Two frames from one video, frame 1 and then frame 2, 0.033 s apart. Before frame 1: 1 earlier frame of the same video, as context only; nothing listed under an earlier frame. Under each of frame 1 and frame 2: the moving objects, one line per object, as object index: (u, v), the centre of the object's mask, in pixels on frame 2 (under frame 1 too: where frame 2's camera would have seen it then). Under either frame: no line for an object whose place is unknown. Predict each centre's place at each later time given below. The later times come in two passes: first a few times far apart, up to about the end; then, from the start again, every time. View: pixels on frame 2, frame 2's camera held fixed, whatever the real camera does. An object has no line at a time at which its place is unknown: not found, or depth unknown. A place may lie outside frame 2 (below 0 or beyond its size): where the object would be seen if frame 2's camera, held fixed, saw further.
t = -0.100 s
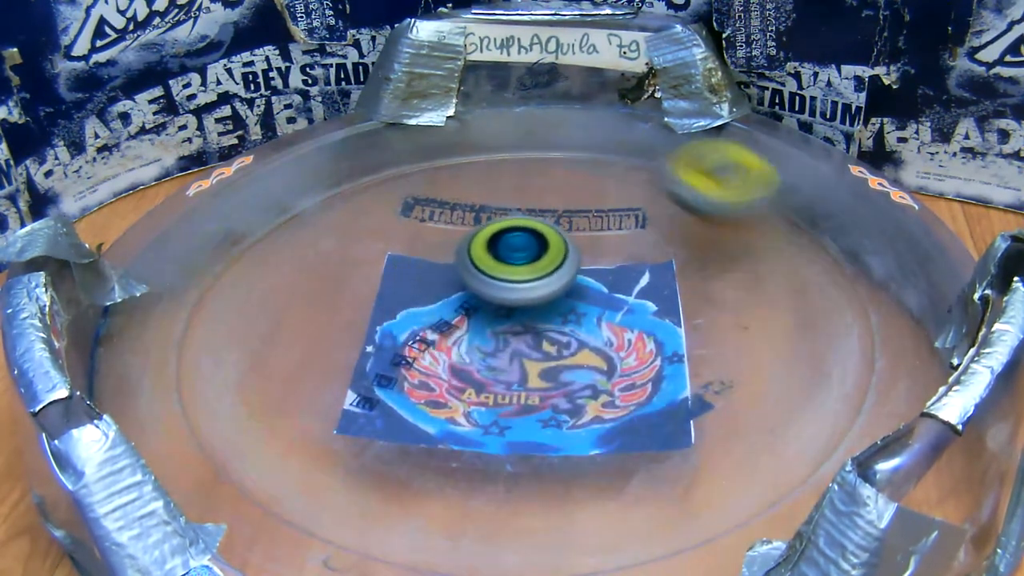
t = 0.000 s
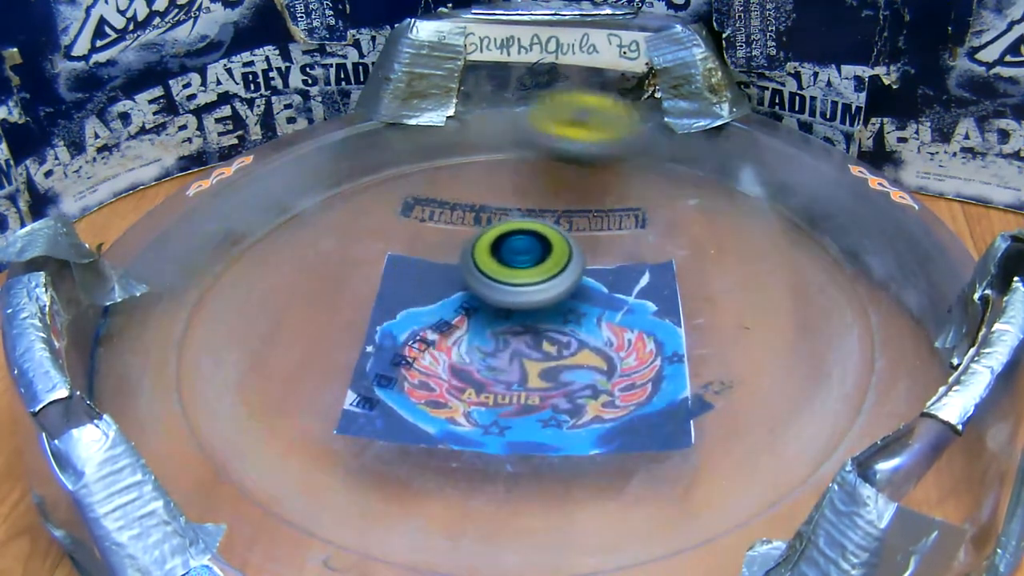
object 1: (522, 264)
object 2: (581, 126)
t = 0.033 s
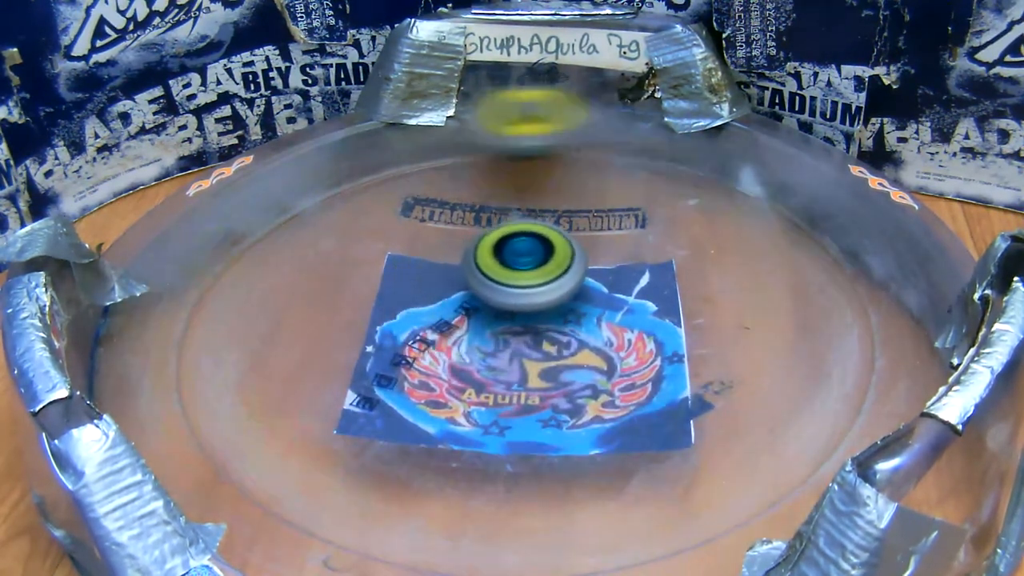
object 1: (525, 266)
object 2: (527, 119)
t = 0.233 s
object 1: (554, 278)
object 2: (222, 244)
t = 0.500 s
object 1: (592, 281)
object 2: (490, 476)
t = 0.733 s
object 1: (605, 284)
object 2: (839, 319)
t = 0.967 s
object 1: (605, 300)
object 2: (688, 143)
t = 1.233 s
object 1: (604, 321)
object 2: (312, 213)
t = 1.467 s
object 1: (607, 336)
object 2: (384, 454)
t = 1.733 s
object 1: (591, 341)
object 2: (840, 380)
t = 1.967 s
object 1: (566, 348)
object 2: (754, 186)
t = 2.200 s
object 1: (548, 349)
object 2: (387, 193)
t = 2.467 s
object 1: (523, 340)
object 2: (298, 433)
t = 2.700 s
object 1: (506, 332)
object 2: (716, 471)
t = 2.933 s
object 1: (498, 326)
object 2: (766, 245)
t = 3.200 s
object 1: (495, 307)
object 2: (399, 177)
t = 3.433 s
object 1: (488, 299)
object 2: (241, 334)
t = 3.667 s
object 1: (497, 295)
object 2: (526, 472)
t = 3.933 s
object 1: (521, 286)
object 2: (760, 259)
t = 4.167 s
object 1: (526, 284)
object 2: (505, 149)
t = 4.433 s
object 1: (545, 289)
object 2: (286, 308)
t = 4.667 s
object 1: (565, 292)
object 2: (621, 429)
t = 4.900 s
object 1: (575, 295)
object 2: (772, 235)
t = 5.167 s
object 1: (579, 309)
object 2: (461, 177)
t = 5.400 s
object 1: (587, 320)
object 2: (352, 357)
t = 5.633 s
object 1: (588, 324)
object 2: (691, 429)
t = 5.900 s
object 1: (565, 328)
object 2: (724, 220)
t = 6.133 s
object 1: (546, 336)
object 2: (424, 211)
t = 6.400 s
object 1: (535, 337)
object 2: (375, 407)
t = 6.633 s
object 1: (529, 330)
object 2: (687, 419)
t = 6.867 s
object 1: (510, 319)
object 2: (691, 234)
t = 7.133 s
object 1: (503, 316)
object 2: (372, 215)
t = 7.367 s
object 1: (515, 308)
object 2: (365, 379)
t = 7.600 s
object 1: (508, 298)
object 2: (692, 371)
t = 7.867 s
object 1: (518, 305)
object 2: (627, 189)
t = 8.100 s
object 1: (541, 297)
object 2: (369, 228)
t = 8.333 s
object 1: (544, 292)
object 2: (467, 396)
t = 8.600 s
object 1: (544, 302)
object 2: (756, 299)
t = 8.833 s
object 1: (563, 304)
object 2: (588, 192)
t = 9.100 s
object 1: (567, 308)
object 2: (367, 316)
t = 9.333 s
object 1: (558, 312)
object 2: (597, 427)
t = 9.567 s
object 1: (549, 324)
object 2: (732, 285)
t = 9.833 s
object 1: (554, 329)
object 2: (467, 220)
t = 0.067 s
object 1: (528, 269)
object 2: (461, 127)
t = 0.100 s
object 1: (533, 270)
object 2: (398, 144)
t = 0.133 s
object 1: (538, 272)
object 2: (345, 157)
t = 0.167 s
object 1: (544, 274)
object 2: (293, 185)
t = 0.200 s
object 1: (549, 276)
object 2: (250, 215)
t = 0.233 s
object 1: (554, 278)
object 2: (222, 244)
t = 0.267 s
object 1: (559, 280)
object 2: (210, 278)
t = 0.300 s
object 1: (565, 281)
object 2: (213, 311)
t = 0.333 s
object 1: (571, 281)
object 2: (236, 342)
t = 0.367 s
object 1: (576, 281)
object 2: (274, 378)
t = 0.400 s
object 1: (579, 281)
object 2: (315, 410)
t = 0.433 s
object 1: (584, 281)
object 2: (366, 438)
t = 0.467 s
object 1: (588, 281)
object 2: (425, 463)
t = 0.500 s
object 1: (592, 281)
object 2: (490, 476)
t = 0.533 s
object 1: (595, 281)
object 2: (560, 480)
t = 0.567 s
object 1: (598, 281)
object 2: (628, 472)
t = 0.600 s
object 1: (600, 281)
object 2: (691, 452)
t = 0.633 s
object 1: (602, 282)
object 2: (743, 425)
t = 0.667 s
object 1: (603, 282)
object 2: (785, 392)
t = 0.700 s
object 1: (604, 283)
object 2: (816, 358)
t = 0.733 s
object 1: (605, 284)
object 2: (839, 319)
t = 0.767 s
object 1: (605, 286)
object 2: (844, 284)
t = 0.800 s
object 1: (605, 288)
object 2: (840, 248)
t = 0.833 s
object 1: (605, 290)
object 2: (828, 221)
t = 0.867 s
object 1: (605, 292)
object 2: (799, 196)
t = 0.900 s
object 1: (605, 294)
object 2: (765, 172)
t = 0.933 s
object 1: (605, 297)
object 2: (730, 157)
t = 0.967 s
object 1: (605, 300)
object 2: (688, 143)
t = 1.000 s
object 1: (605, 302)
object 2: (642, 132)
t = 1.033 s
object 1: (605, 304)
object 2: (597, 125)
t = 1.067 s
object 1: (604, 307)
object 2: (545, 125)
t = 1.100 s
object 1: (603, 311)
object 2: (496, 132)
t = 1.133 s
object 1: (603, 313)
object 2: (445, 145)
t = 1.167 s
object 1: (603, 316)
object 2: (395, 163)
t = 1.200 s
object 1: (604, 318)
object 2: (350, 187)
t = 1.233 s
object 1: (604, 321)
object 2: (312, 213)
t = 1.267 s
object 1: (605, 324)
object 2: (283, 245)
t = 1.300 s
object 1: (605, 326)
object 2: (268, 275)
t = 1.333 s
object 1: (605, 329)
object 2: (265, 313)
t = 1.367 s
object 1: (606, 331)
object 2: (280, 346)
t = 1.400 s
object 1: (606, 333)
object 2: (309, 384)
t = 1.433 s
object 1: (607, 334)
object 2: (344, 420)
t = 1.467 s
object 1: (607, 336)
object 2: (384, 454)
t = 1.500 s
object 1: (606, 337)
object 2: (436, 482)
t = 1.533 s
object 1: (606, 338)
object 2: (501, 499)
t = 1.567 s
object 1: (605, 338)
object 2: (573, 504)
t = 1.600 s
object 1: (603, 339)
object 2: (642, 497)
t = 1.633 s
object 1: (602, 339)
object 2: (706, 479)
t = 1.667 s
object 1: (599, 340)
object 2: (762, 450)
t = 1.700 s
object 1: (596, 340)
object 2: (807, 416)
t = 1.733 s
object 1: (591, 341)
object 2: (840, 380)
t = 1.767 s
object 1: (586, 343)
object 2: (857, 342)
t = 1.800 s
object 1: (582, 344)
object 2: (865, 306)
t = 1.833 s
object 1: (579, 345)
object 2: (860, 276)
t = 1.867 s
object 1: (575, 346)
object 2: (844, 249)
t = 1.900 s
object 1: (572, 347)
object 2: (821, 225)
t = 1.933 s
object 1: (569, 348)
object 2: (790, 203)
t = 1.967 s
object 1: (566, 348)
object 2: (754, 186)
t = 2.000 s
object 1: (562, 349)
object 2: (708, 171)
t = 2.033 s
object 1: (560, 349)
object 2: (659, 162)
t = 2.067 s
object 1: (558, 349)
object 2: (604, 156)
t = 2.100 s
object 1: (556, 349)
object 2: (547, 156)
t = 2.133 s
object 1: (552, 349)
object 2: (490, 163)
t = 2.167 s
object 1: (549, 349)
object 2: (436, 175)
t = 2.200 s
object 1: (548, 349)
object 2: (387, 193)
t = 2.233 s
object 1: (545, 348)
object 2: (340, 215)
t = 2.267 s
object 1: (541, 347)
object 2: (300, 241)
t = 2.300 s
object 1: (538, 347)
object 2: (272, 268)
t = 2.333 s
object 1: (536, 346)
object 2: (257, 298)
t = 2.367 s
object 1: (533, 345)
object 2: (256, 327)
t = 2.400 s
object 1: (530, 343)
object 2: (262, 361)
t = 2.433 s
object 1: (526, 342)
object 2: (280, 398)
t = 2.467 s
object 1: (523, 340)
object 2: (298, 433)
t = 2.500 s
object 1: (520, 340)
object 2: (329, 465)
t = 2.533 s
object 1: (518, 338)
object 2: (379, 492)
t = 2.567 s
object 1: (515, 337)
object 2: (444, 512)
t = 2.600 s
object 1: (513, 336)
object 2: (510, 520)
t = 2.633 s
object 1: (511, 335)
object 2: (582, 516)
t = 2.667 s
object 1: (509, 334)
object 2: (655, 500)
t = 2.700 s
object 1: (506, 332)
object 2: (716, 471)
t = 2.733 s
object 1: (503, 331)
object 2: (757, 440)
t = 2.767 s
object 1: (501, 330)
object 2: (782, 408)
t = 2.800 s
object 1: (500, 329)
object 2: (799, 372)
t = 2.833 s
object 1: (499, 329)
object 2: (802, 342)
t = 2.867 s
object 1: (499, 329)
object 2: (801, 307)
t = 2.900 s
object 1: (498, 327)
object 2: (790, 276)
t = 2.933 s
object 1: (498, 326)
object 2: (766, 245)
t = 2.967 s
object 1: (498, 325)
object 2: (736, 222)
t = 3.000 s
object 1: (498, 322)
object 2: (695, 198)
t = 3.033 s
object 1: (497, 320)
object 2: (654, 184)
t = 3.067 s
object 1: (497, 318)
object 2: (602, 171)
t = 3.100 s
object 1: (497, 316)
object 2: (554, 166)
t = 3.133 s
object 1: (498, 313)
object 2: (502, 164)
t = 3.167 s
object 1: (497, 310)
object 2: (449, 168)
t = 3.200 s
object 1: (495, 307)
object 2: (399, 177)
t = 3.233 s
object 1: (493, 306)
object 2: (352, 193)
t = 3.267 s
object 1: (492, 304)
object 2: (312, 210)
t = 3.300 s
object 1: (491, 303)
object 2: (274, 232)
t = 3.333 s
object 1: (490, 302)
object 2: (248, 255)
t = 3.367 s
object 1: (489, 301)
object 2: (232, 282)
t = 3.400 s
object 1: (488, 300)
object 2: (230, 308)
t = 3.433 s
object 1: (488, 299)
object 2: (241, 334)
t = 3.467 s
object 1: (488, 299)
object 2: (260, 363)
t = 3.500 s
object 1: (489, 298)
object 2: (290, 394)
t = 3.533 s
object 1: (490, 298)
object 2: (325, 422)
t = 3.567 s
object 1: (491, 297)
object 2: (365, 444)
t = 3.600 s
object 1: (493, 297)
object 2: (413, 462)
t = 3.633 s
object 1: (495, 296)
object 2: (467, 472)
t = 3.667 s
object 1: (497, 295)
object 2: (526, 472)
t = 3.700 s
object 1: (501, 295)
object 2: (583, 464)
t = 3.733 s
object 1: (504, 294)
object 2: (637, 447)
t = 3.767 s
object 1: (506, 293)
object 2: (684, 426)
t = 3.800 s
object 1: (510, 292)
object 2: (723, 393)
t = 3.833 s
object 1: (514, 291)
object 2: (752, 361)
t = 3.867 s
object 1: (518, 289)
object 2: (766, 324)
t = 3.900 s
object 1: (520, 288)
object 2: (770, 292)
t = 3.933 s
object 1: (521, 286)
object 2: (760, 259)
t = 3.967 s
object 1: (522, 286)
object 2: (742, 230)
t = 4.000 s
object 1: (523, 285)
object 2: (713, 203)
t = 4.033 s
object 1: (524, 284)
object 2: (679, 184)
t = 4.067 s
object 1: (524, 283)
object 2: (638, 167)
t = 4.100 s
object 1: (523, 283)
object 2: (597, 156)
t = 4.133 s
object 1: (524, 283)
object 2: (552, 150)
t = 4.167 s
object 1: (526, 284)
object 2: (505, 149)
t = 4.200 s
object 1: (529, 285)
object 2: (461, 155)
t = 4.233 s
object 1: (531, 285)
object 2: (415, 165)
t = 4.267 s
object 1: (532, 285)
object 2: (374, 181)
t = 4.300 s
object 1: (535, 286)
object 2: (336, 202)
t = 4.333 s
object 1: (536, 287)
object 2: (306, 225)
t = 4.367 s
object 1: (539, 288)
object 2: (283, 251)
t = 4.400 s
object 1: (541, 288)
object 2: (278, 280)
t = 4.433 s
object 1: (545, 289)
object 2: (286, 308)
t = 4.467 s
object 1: (548, 289)
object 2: (310, 339)
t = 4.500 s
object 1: (551, 289)
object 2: (344, 368)
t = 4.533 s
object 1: (554, 290)
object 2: (387, 395)
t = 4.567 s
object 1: (557, 291)
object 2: (441, 417)
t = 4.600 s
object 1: (560, 291)
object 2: (502, 431)
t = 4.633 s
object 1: (563, 291)
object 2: (565, 436)
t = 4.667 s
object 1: (565, 292)
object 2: (621, 429)
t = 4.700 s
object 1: (567, 292)
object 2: (678, 413)
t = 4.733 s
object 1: (568, 292)
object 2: (723, 390)
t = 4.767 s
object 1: (570, 293)
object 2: (755, 360)
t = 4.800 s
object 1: (572, 294)
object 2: (777, 326)
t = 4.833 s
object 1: (575, 294)
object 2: (788, 294)
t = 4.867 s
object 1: (575, 294)
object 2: (784, 263)
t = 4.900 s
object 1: (575, 295)
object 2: (772, 235)
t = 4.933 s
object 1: (575, 296)
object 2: (746, 210)
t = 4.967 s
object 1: (575, 298)
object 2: (718, 192)
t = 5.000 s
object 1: (576, 299)
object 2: (682, 177)
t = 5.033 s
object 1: (577, 301)
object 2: (644, 164)
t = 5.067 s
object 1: (577, 302)
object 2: (597, 161)
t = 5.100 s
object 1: (577, 304)
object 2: (551, 160)
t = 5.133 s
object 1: (577, 307)
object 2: (506, 166)
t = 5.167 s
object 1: (579, 309)
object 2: (461, 177)
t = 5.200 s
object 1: (581, 311)
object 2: (420, 193)
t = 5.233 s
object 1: (582, 312)
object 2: (382, 214)
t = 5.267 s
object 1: (584, 314)
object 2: (354, 238)
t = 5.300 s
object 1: (584, 315)
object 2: (332, 266)
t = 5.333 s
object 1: (585, 317)
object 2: (325, 295)
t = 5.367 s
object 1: (586, 319)
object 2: (333, 325)
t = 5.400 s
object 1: (587, 320)
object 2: (352, 357)
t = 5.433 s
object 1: (588, 322)
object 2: (382, 386)
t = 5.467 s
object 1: (590, 323)
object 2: (427, 412)
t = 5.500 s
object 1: (591, 324)
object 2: (476, 432)
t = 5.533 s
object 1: (591, 324)
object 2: (532, 446)
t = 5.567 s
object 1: (591, 324)
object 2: (586, 450)
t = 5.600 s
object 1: (589, 324)
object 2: (642, 443)
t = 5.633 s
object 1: (588, 324)
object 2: (691, 429)
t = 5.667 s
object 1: (586, 324)
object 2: (730, 408)
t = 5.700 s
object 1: (585, 325)
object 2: (761, 379)
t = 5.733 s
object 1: (583, 325)
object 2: (784, 350)
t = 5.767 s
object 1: (580, 325)
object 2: (793, 320)
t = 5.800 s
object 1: (576, 326)
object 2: (791, 289)
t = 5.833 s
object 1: (572, 327)
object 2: (780, 265)
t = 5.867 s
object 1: (569, 328)
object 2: (757, 240)
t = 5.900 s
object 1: (565, 328)
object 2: (724, 220)
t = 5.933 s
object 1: (562, 329)
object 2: (691, 205)
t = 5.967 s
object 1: (558, 330)
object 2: (652, 195)
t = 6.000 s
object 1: (554, 331)
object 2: (606, 189)
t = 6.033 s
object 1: (551, 333)
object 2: (560, 186)
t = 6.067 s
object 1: (549, 334)
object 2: (516, 190)
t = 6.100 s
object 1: (547, 335)
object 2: (468, 199)
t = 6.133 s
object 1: (546, 336)
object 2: (424, 211)
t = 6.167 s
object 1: (545, 336)
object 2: (385, 228)
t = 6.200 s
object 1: (544, 337)
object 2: (353, 247)
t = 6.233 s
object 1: (542, 337)
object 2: (328, 271)
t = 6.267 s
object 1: (541, 337)
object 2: (314, 297)
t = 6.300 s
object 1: (538, 337)
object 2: (314, 323)
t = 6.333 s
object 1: (537, 337)
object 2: (327, 353)
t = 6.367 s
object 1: (536, 337)
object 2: (344, 379)
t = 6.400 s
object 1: (535, 337)
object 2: (375, 407)
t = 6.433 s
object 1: (534, 337)
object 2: (414, 429)
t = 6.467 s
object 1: (534, 336)
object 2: (456, 447)
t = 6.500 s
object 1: (533, 335)
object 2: (506, 458)
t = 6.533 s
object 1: (533, 334)
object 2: (556, 460)
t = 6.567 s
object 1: (532, 333)
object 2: (603, 454)
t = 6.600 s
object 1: (531, 331)
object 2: (649, 439)
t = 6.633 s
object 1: (529, 330)
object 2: (687, 419)
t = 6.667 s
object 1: (527, 328)
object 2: (717, 393)
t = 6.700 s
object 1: (526, 326)
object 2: (740, 362)
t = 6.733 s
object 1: (524, 324)
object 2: (748, 332)
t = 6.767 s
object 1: (520, 323)
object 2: (748, 304)
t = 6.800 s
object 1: (516, 320)
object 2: (738, 278)
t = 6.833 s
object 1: (513, 320)
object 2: (721, 256)
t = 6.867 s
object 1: (510, 319)
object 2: (691, 234)
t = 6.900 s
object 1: (509, 319)
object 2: (660, 216)
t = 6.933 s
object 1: (507, 319)
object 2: (624, 204)
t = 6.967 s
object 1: (507, 319)
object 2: (582, 193)
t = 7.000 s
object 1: (505, 318)
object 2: (539, 188)
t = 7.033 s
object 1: (505, 317)
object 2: (496, 187)
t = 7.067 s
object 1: (504, 317)
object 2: (454, 192)
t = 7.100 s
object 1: (503, 317)
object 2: (414, 200)
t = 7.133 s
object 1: (503, 316)
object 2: (372, 215)
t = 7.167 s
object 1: (504, 316)
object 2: (343, 230)
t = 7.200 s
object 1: (505, 316)
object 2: (315, 252)
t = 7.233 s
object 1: (507, 315)
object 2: (300, 275)
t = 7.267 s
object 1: (509, 314)
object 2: (299, 300)
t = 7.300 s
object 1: (512, 312)
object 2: (310, 325)
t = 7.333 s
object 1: (514, 310)
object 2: (334, 353)
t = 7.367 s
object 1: (515, 308)
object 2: (365, 379)
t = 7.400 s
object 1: (516, 306)
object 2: (407, 397)
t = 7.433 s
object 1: (515, 304)
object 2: (456, 411)
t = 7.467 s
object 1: (513, 302)
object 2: (509, 420)
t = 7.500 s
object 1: (512, 300)
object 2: (562, 419)
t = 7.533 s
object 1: (510, 299)
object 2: (614, 410)
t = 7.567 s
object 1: (509, 298)
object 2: (656, 396)
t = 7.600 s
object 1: (508, 298)
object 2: (692, 371)
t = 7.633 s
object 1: (506, 299)
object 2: (715, 346)
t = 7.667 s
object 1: (506, 300)
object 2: (730, 317)
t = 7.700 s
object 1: (506, 300)
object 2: (732, 290)
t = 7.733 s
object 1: (506, 302)
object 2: (725, 263)
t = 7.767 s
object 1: (507, 303)
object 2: (710, 240)
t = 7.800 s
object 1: (510, 304)
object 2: (687, 219)
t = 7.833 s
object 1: (514, 305)
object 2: (659, 202)
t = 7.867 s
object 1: (518, 305)
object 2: (627, 189)
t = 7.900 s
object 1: (522, 305)
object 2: (590, 179)
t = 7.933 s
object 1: (526, 304)
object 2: (551, 176)
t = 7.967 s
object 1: (530, 302)
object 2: (508, 175)
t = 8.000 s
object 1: (534, 300)
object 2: (472, 182)
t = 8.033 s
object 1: (537, 299)
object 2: (434, 192)
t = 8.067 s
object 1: (540, 298)
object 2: (398, 209)
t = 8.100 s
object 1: (541, 297)
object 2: (369, 228)
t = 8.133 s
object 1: (541, 295)
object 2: (348, 250)
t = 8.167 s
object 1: (541, 295)
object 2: (338, 276)
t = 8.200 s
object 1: (542, 294)
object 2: (343, 304)
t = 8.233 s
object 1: (542, 293)
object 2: (359, 330)
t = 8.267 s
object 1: (543, 293)
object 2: (386, 355)
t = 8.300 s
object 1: (543, 292)
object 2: (423, 380)
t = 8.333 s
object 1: (544, 292)
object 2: (467, 396)
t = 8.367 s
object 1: (544, 292)
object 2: (516, 407)
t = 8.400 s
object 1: (544, 292)
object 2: (567, 411)
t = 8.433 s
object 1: (544, 293)
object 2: (617, 406)
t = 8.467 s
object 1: (543, 294)
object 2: (665, 395)
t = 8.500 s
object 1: (542, 295)
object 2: (701, 376)
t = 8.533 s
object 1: (542, 298)
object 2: (731, 352)
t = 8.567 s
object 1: (542, 300)
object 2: (747, 326)
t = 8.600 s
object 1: (544, 302)
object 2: (756, 299)
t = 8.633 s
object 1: (548, 304)
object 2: (754, 276)
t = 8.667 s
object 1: (551, 305)
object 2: (742, 251)
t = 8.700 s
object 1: (554, 305)
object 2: (722, 231)
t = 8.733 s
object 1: (557, 305)
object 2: (693, 215)
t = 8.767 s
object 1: (560, 304)
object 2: (661, 202)
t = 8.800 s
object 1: (562, 304)
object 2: (625, 195)
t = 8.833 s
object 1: (563, 304)
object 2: (588, 192)
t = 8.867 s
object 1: (564, 304)
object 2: (547, 194)
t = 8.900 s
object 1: (564, 304)
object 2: (508, 200)
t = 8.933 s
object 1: (565, 305)
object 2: (468, 211)
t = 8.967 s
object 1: (565, 306)
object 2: (433, 227)
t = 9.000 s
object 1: (566, 307)
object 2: (405, 244)
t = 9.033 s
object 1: (566, 307)
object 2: (381, 266)
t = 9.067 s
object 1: (567, 308)
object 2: (368, 289)
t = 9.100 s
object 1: (567, 308)
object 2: (367, 316)
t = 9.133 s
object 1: (567, 308)
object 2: (375, 341)
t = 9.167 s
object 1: (567, 309)
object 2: (394, 365)
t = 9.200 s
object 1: (566, 309)
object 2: (423, 389)
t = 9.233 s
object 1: (565, 309)
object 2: (459, 406)
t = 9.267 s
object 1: (563, 310)
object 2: (505, 419)
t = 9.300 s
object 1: (561, 311)
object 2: (551, 427)
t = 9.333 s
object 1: (558, 312)
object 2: (597, 427)
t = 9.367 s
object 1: (556, 313)
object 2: (638, 418)
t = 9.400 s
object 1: (553, 314)
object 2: (679, 403)
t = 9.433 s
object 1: (551, 316)
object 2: (709, 382)
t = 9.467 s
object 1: (550, 317)
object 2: (729, 360)
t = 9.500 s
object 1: (549, 319)
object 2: (740, 331)
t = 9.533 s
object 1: (549, 322)
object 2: (741, 307)
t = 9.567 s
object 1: (549, 324)
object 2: (732, 285)
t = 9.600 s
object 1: (550, 325)
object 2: (714, 264)
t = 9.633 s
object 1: (551, 327)
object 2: (689, 247)
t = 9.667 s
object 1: (552, 328)
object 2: (659, 232)
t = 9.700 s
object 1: (553, 328)
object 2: (626, 223)
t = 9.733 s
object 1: (553, 329)
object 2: (588, 215)
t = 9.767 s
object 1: (554, 329)
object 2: (547, 212)
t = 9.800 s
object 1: (554, 329)
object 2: (509, 213)
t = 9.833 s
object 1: (554, 329)
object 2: (467, 220)
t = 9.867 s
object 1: (554, 329)
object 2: (432, 229)
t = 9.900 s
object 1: (554, 329)
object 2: (400, 242)
